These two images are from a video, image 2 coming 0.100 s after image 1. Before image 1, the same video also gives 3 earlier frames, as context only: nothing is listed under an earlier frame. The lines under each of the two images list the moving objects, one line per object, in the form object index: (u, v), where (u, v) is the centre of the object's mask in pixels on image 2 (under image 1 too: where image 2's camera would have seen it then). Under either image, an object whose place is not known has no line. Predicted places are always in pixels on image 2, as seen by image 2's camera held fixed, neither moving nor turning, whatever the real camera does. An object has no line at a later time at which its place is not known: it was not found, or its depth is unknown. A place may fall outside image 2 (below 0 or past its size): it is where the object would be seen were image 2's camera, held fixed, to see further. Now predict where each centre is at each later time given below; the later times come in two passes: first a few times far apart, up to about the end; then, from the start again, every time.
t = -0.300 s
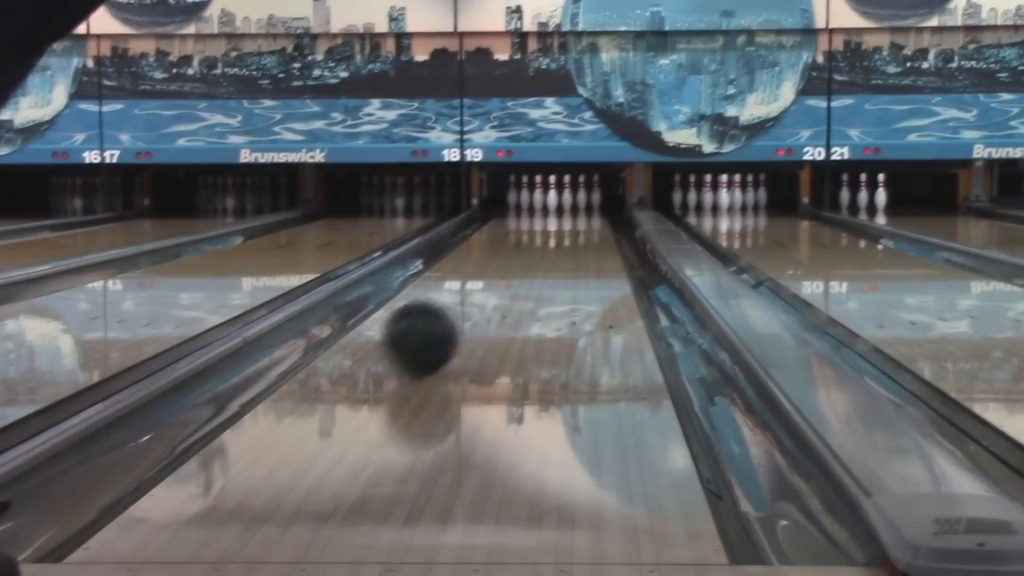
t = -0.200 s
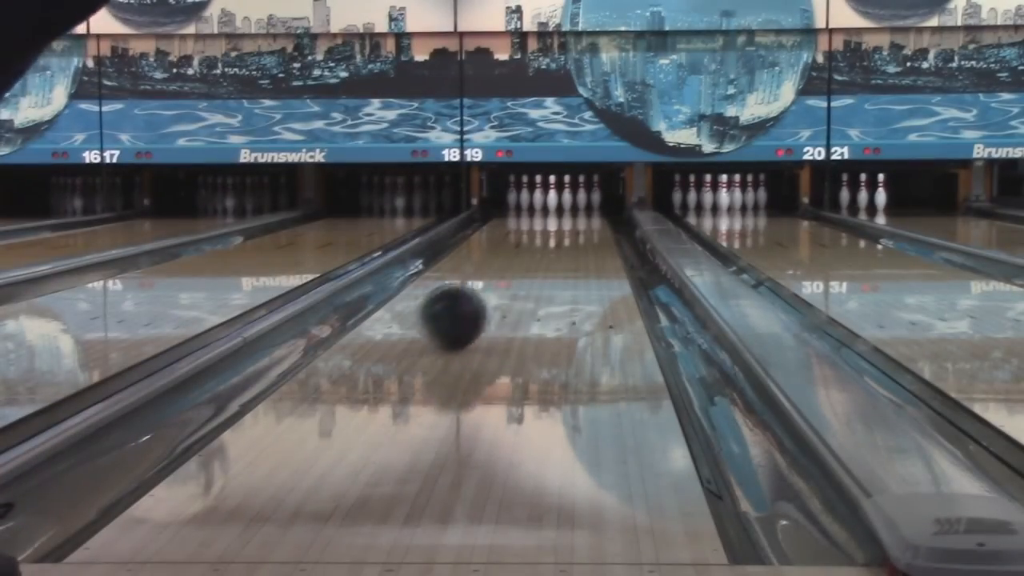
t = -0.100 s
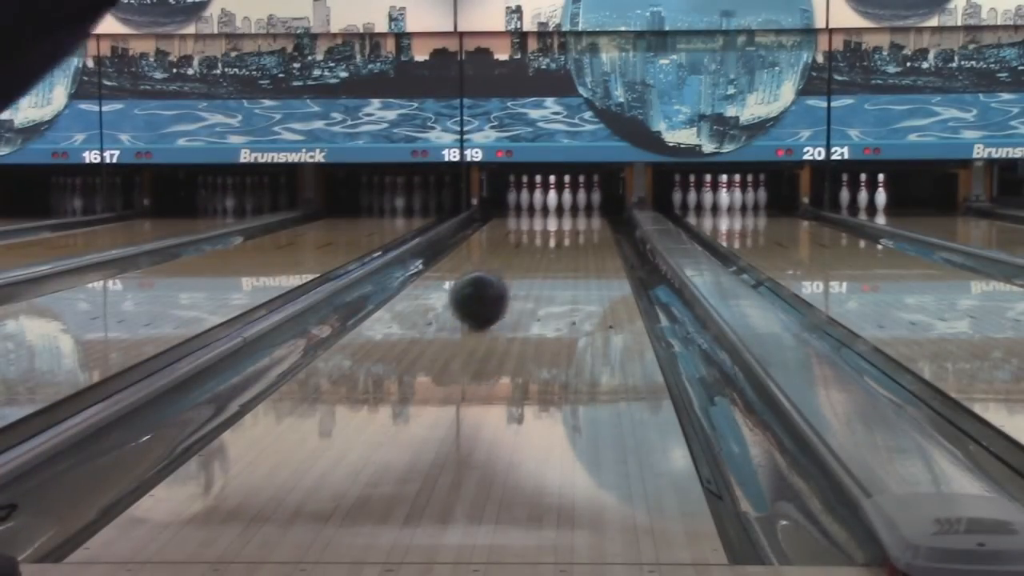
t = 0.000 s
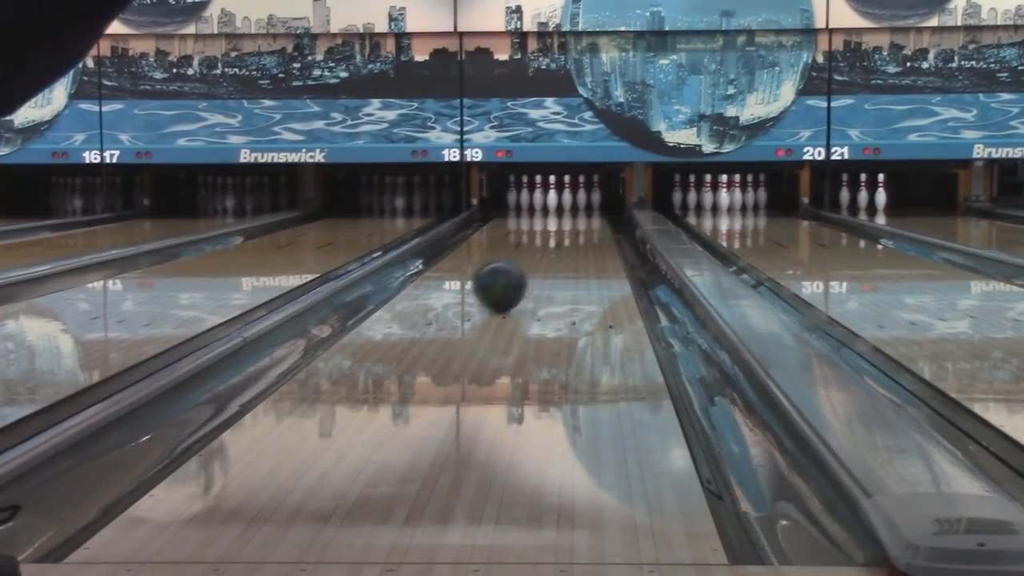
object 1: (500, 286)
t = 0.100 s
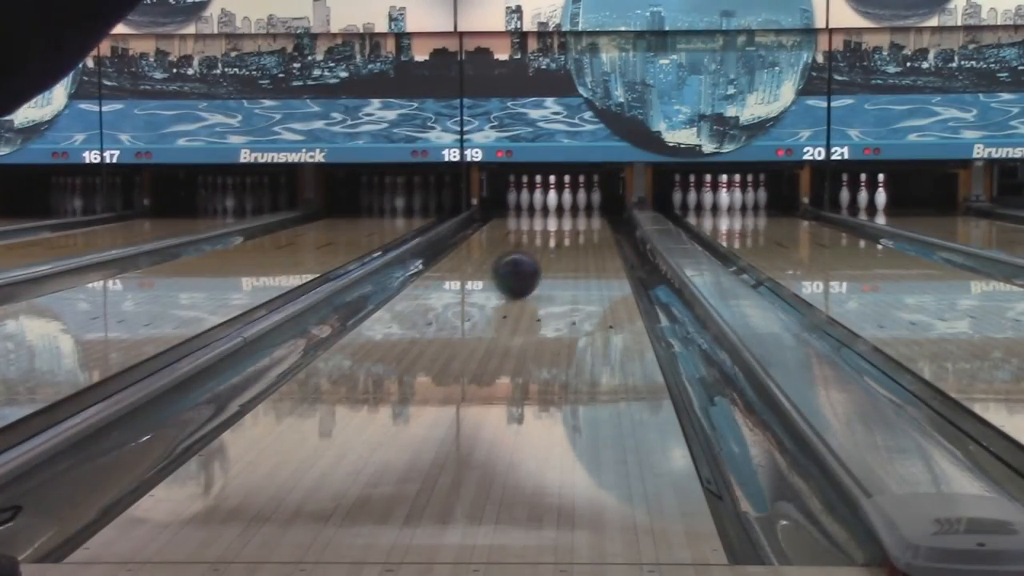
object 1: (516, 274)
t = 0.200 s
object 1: (530, 264)
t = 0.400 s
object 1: (551, 249)
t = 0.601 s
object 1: (566, 238)
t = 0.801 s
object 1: (577, 228)
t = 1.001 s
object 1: (583, 221)
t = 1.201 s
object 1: (585, 215)
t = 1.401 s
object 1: (582, 210)
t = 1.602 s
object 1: (573, 206)
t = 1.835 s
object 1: (558, 202)
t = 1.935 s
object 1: (557, 202)
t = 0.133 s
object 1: (520, 271)
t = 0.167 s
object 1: (525, 267)
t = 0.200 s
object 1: (530, 264)
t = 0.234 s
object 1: (534, 261)
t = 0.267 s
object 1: (538, 258)
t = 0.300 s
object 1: (541, 256)
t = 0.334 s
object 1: (544, 253)
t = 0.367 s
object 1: (547, 251)
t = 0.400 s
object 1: (551, 249)
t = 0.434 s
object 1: (554, 247)
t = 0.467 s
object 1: (557, 245)
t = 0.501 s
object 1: (559, 243)
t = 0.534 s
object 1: (561, 241)
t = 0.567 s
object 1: (564, 239)
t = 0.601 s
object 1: (566, 238)
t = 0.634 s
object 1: (568, 236)
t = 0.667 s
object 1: (570, 235)
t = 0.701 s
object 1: (572, 233)
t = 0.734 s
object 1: (574, 231)
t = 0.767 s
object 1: (575, 230)
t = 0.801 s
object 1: (577, 228)
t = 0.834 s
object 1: (578, 227)
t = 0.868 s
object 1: (579, 226)
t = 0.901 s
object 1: (581, 224)
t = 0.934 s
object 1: (582, 223)
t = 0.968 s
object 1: (583, 222)
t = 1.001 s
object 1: (583, 221)
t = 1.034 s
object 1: (584, 220)
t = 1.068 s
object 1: (585, 219)
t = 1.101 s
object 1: (585, 217)
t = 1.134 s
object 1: (585, 217)
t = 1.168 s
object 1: (585, 216)
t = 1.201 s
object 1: (585, 215)
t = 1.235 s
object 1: (585, 214)
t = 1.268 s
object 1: (585, 214)
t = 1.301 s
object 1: (584, 212)
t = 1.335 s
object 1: (583, 211)
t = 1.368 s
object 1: (583, 211)
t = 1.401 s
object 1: (582, 210)
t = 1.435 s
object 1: (581, 209)
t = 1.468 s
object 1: (580, 209)
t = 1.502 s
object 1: (579, 208)
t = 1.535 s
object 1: (578, 208)
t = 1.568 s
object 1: (574, 206)
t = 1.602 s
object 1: (573, 206)
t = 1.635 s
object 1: (571, 206)
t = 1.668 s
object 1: (570, 205)
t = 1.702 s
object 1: (569, 204)
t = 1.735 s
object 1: (566, 205)
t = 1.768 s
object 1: (565, 204)
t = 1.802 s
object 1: (561, 203)
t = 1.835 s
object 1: (558, 202)
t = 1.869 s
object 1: (558, 203)
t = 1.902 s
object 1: (558, 202)
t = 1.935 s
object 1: (557, 202)
